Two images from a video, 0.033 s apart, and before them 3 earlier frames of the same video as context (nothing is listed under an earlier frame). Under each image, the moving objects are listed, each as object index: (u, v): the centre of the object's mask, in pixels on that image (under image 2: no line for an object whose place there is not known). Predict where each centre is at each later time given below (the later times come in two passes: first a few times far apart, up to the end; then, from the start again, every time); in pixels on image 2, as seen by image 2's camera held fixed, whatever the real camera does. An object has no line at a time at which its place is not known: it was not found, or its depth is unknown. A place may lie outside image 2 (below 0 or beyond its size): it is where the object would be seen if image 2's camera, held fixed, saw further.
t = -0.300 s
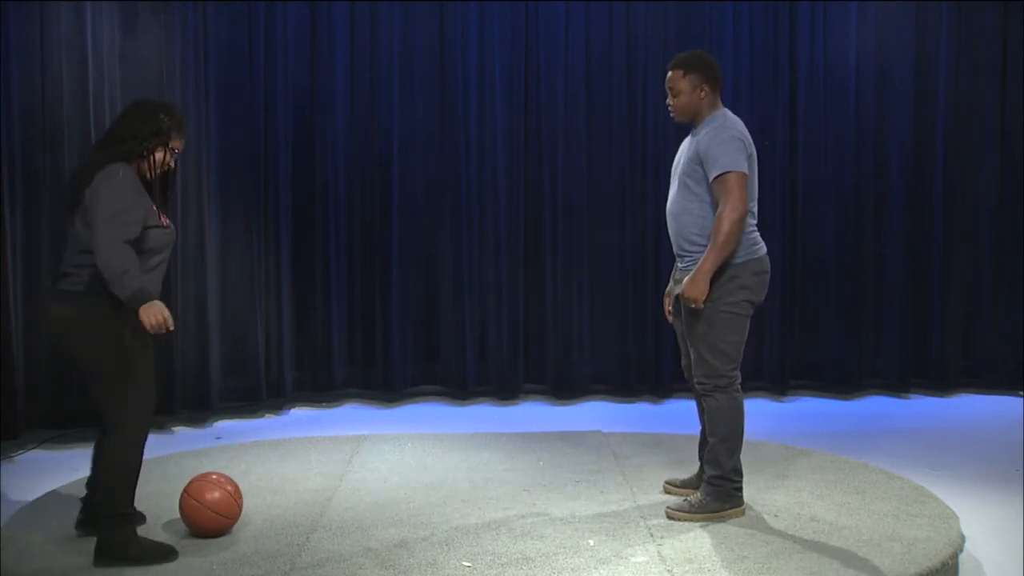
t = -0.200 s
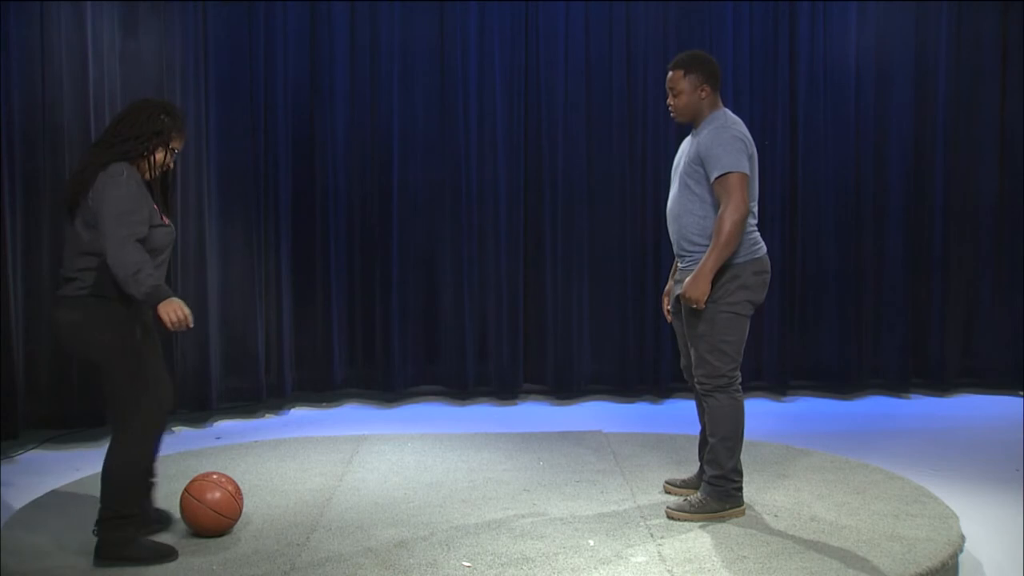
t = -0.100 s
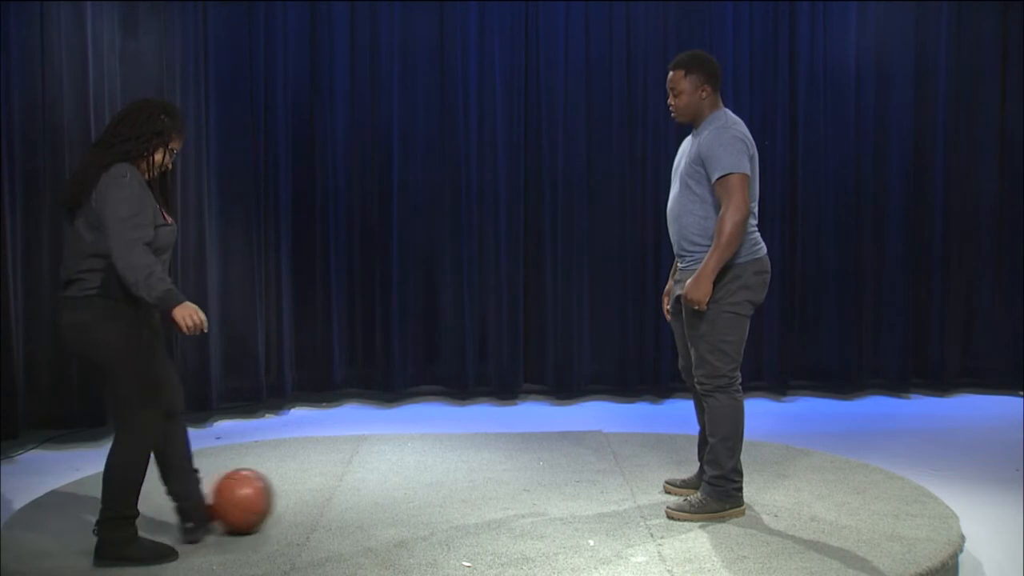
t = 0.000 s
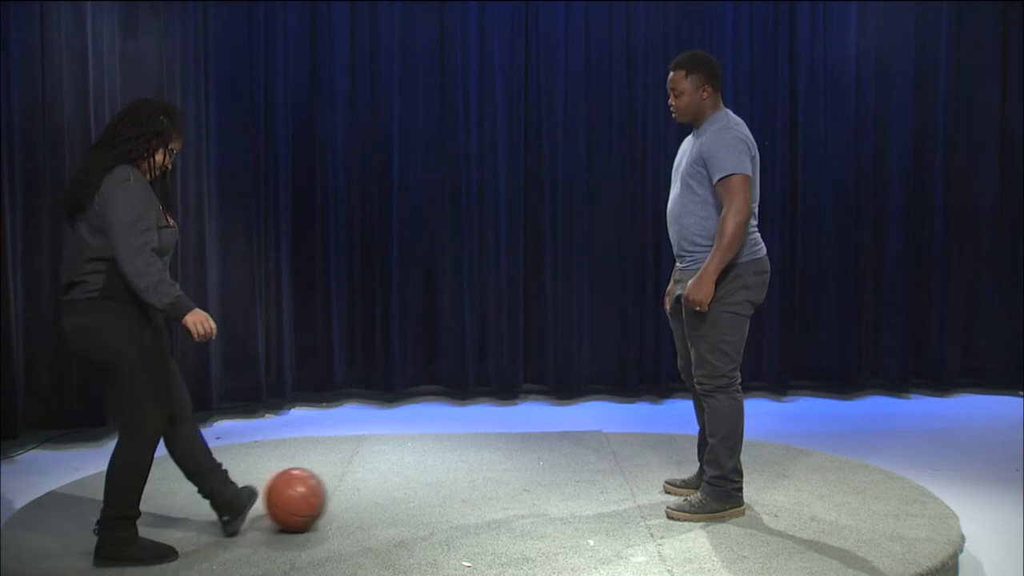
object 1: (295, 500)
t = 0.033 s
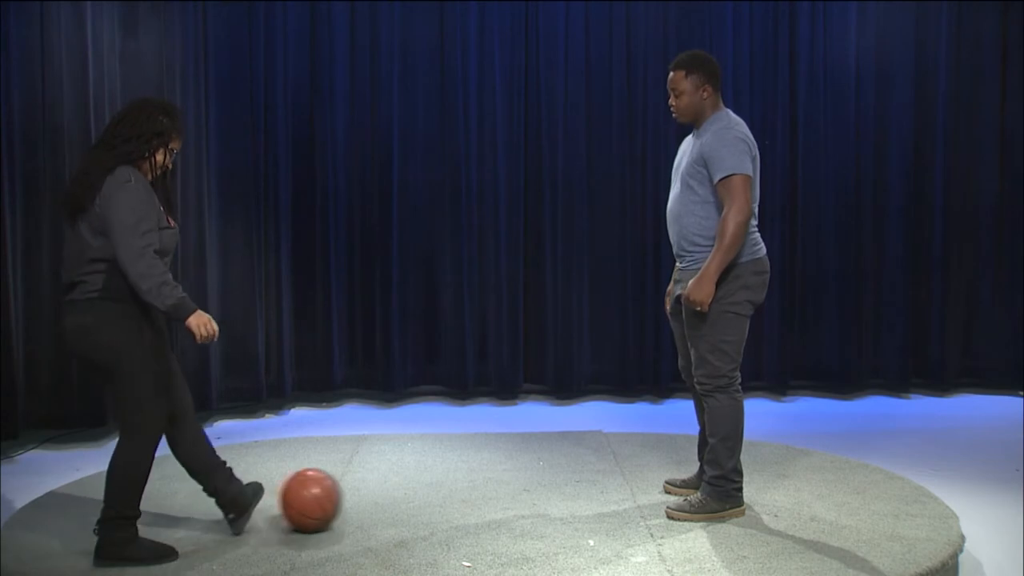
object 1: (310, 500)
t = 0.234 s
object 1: (377, 498)
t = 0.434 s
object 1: (435, 497)
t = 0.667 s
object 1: (499, 495)
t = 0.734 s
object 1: (517, 495)
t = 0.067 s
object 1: (324, 499)
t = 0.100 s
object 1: (336, 498)
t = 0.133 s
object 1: (348, 499)
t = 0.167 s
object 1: (357, 498)
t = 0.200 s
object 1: (367, 498)
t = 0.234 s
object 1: (377, 498)
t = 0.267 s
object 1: (387, 498)
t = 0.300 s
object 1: (397, 497)
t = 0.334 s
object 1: (406, 497)
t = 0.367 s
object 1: (416, 497)
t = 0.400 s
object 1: (425, 497)
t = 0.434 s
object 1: (435, 497)
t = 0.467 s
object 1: (444, 497)
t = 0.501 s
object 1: (453, 496)
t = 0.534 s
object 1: (463, 496)
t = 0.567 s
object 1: (472, 496)
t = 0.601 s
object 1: (481, 496)
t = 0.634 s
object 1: (490, 495)
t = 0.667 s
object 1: (499, 495)
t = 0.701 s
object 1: (508, 495)
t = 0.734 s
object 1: (517, 495)
